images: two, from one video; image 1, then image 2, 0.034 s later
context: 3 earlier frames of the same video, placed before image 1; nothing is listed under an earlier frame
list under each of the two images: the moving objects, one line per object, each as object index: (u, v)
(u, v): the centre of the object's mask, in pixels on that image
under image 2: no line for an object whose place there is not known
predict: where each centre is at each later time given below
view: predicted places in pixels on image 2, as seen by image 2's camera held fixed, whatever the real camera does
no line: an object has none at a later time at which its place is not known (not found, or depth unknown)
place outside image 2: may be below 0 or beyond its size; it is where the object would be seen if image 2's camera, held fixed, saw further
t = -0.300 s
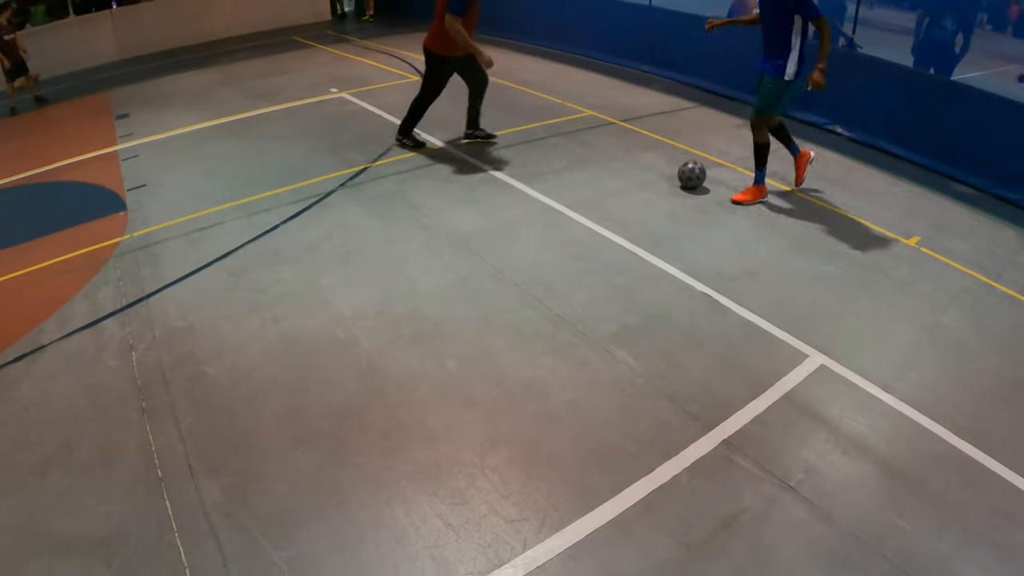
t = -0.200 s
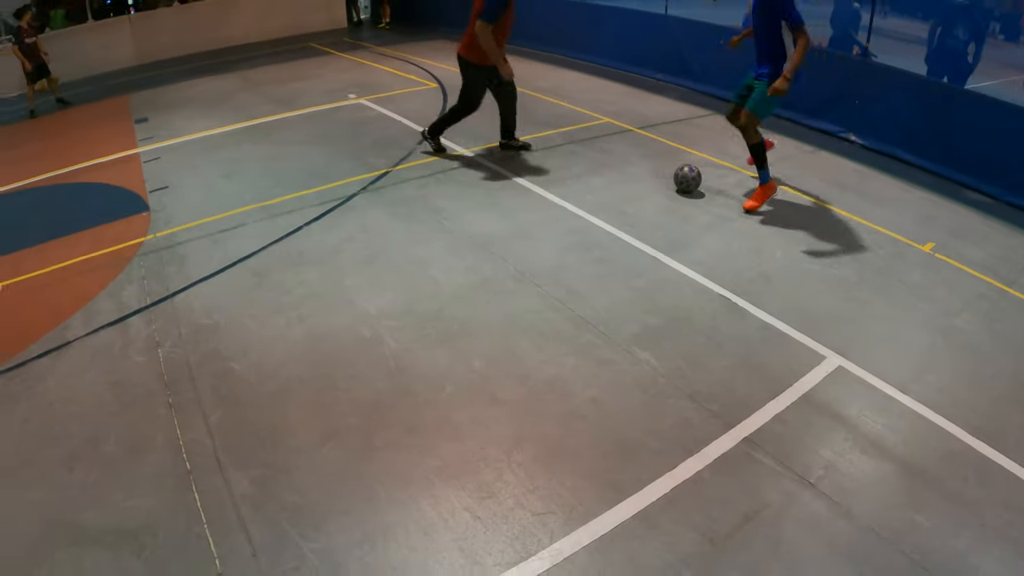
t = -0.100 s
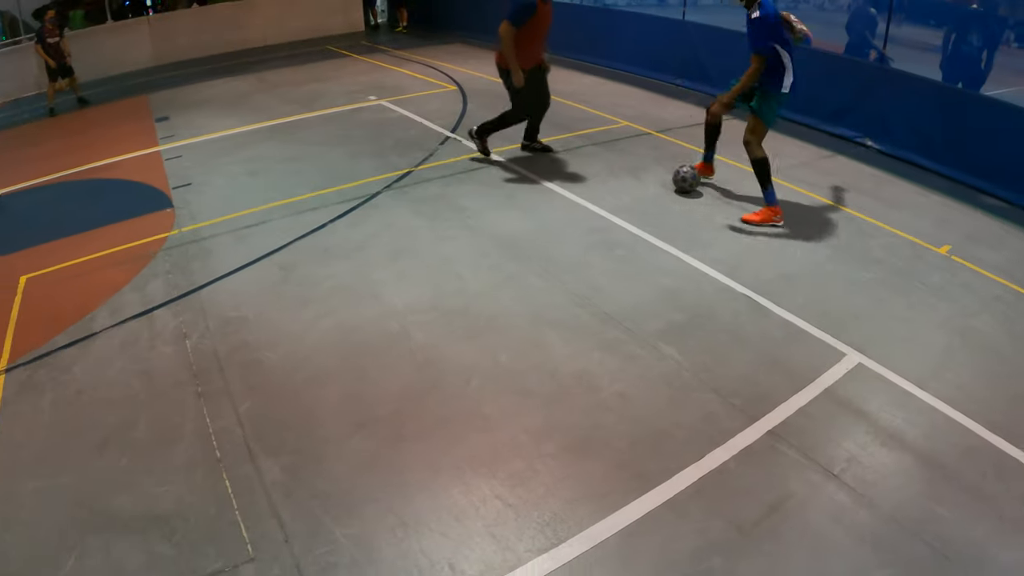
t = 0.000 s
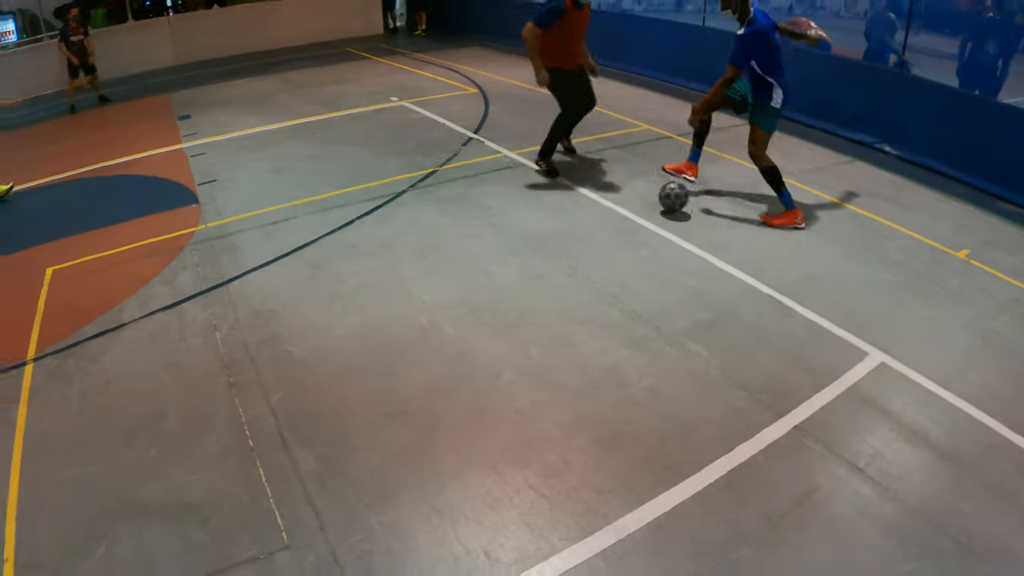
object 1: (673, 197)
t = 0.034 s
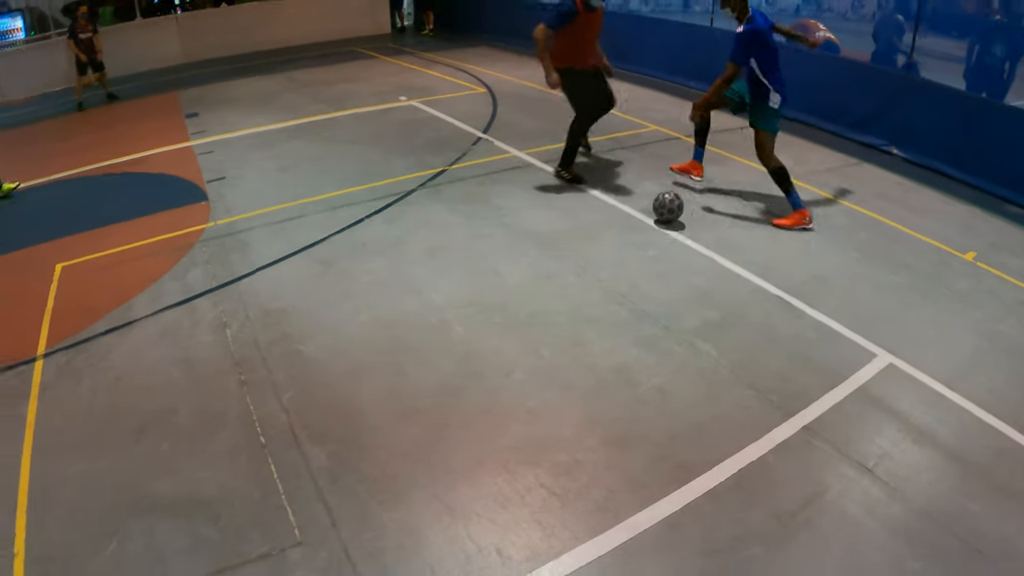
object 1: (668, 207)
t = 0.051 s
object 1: (660, 212)
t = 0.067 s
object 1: (653, 216)
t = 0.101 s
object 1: (639, 224)
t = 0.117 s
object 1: (631, 229)
